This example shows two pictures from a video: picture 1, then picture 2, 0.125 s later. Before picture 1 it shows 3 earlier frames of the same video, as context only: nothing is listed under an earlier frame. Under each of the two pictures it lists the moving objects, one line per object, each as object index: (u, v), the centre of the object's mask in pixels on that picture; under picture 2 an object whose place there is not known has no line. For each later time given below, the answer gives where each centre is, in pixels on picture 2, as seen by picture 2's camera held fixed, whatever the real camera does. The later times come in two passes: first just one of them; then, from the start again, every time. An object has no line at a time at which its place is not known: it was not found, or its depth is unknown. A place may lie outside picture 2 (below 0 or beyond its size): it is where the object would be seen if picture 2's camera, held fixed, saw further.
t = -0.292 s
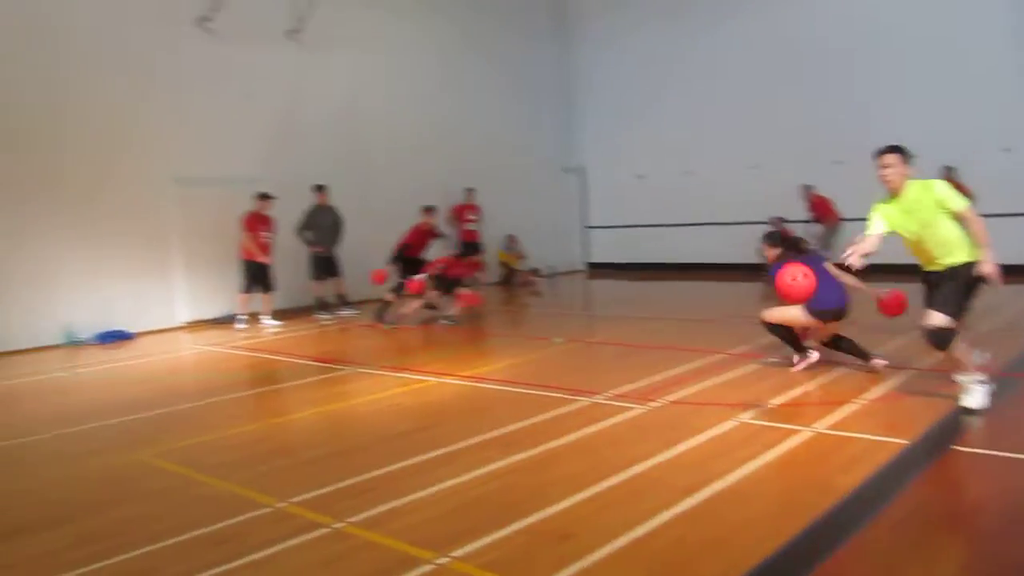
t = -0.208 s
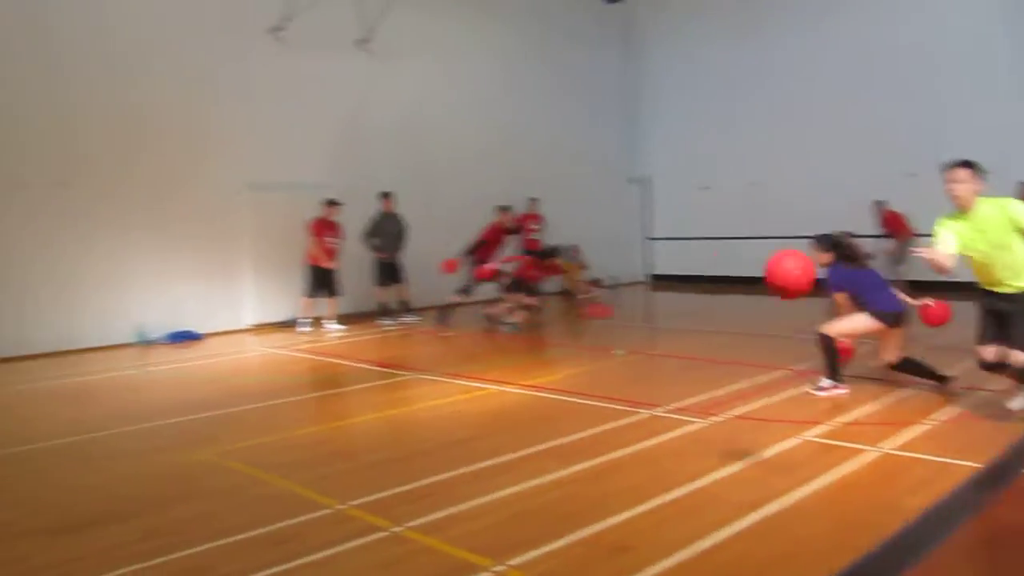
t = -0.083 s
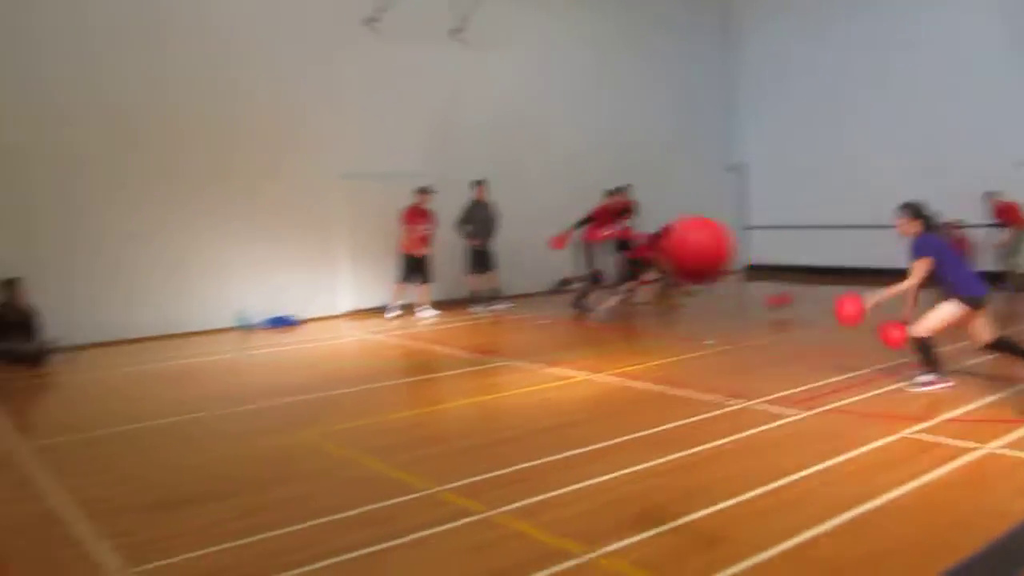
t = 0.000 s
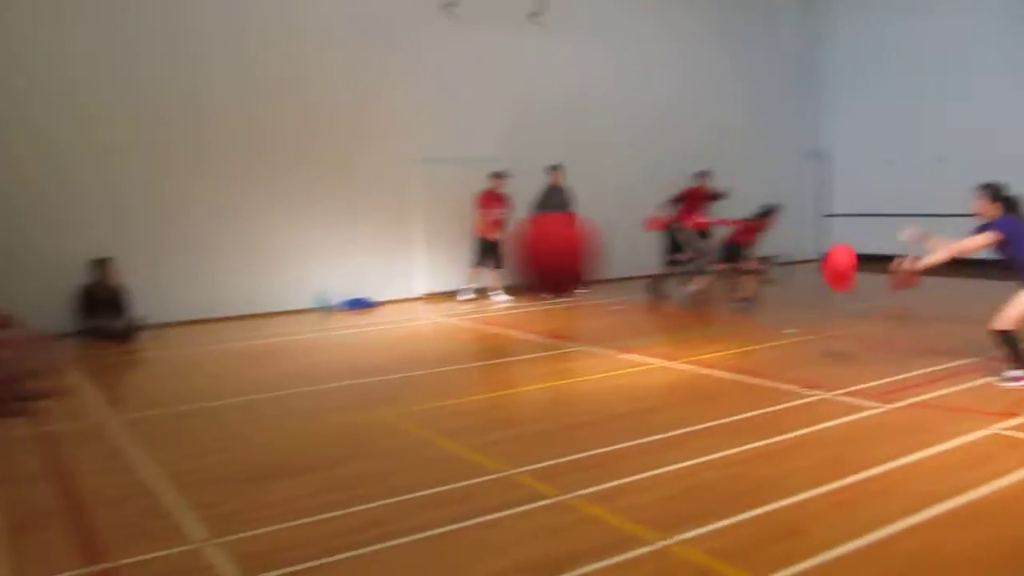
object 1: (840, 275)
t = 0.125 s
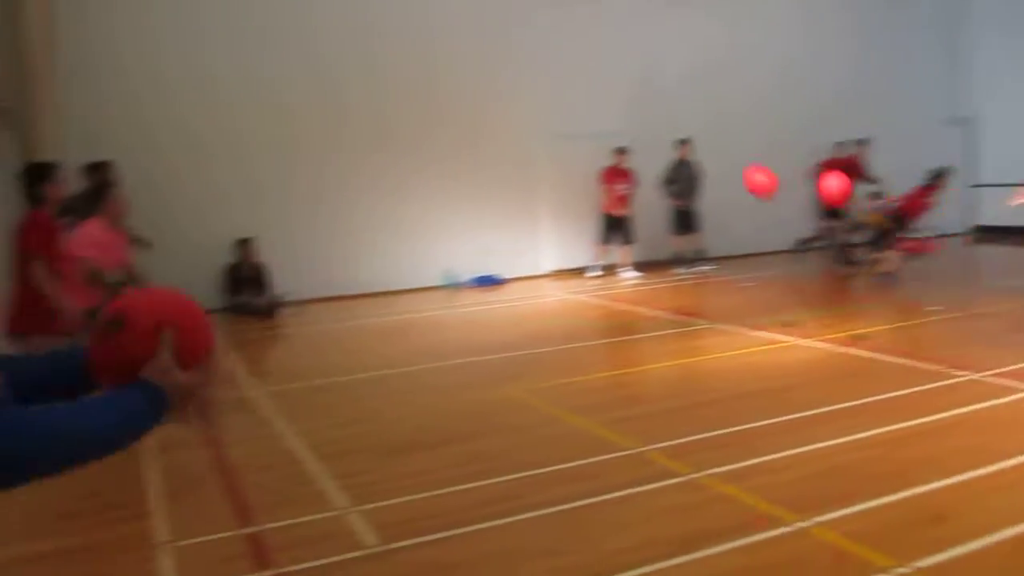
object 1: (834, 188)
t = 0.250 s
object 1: (690, 162)
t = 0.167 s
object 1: (785, 176)
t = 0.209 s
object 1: (737, 168)
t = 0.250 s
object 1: (690, 162)
